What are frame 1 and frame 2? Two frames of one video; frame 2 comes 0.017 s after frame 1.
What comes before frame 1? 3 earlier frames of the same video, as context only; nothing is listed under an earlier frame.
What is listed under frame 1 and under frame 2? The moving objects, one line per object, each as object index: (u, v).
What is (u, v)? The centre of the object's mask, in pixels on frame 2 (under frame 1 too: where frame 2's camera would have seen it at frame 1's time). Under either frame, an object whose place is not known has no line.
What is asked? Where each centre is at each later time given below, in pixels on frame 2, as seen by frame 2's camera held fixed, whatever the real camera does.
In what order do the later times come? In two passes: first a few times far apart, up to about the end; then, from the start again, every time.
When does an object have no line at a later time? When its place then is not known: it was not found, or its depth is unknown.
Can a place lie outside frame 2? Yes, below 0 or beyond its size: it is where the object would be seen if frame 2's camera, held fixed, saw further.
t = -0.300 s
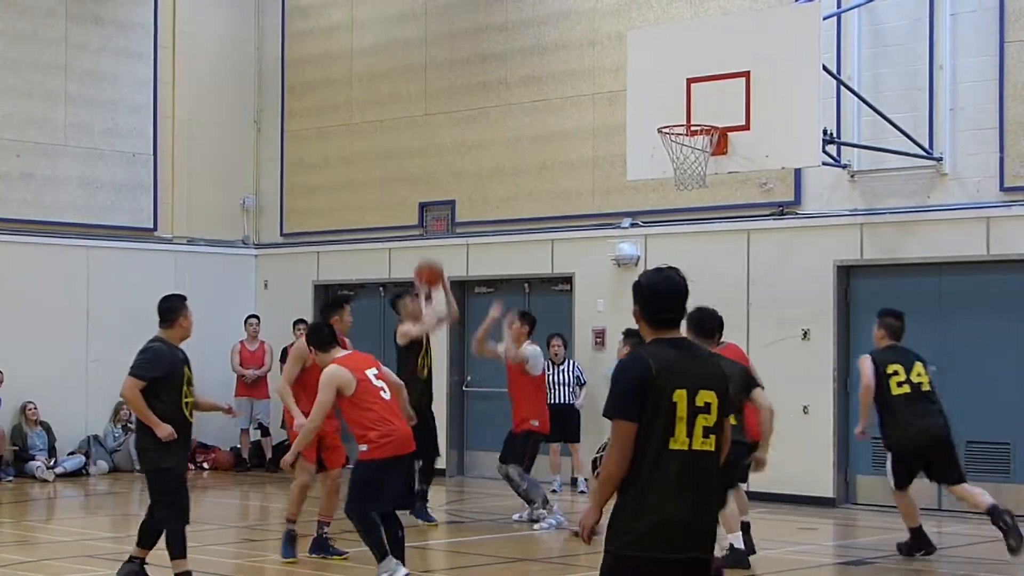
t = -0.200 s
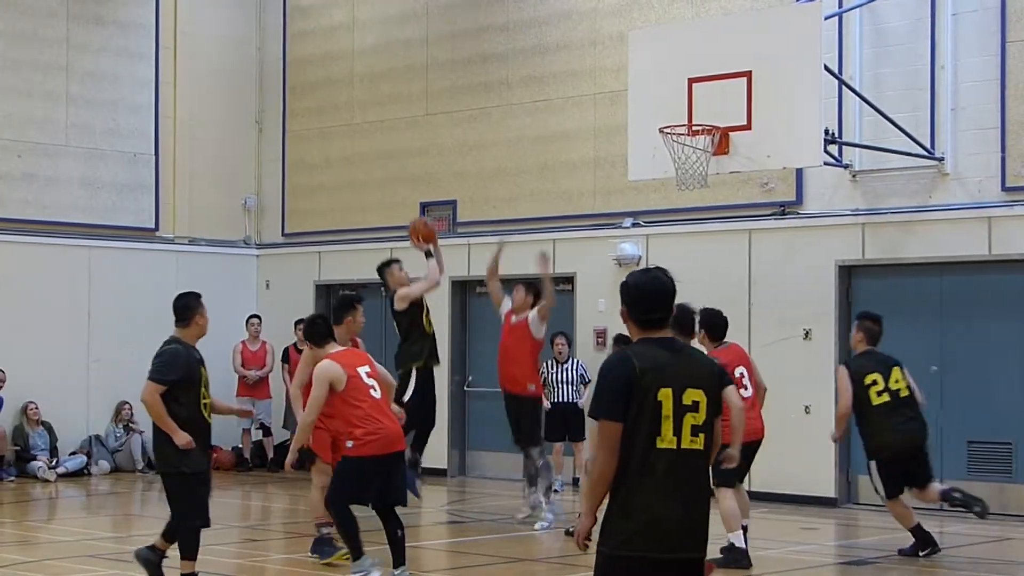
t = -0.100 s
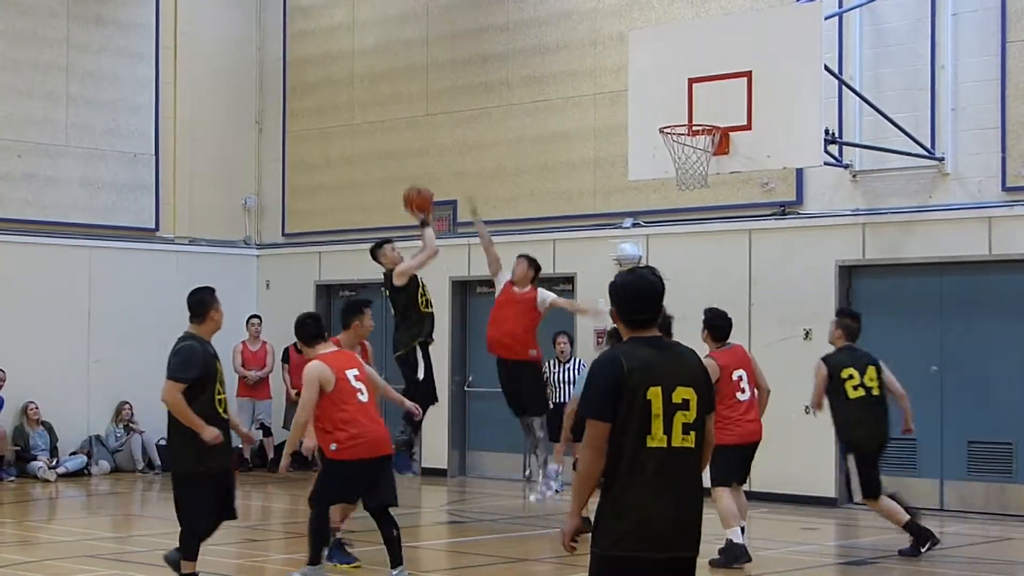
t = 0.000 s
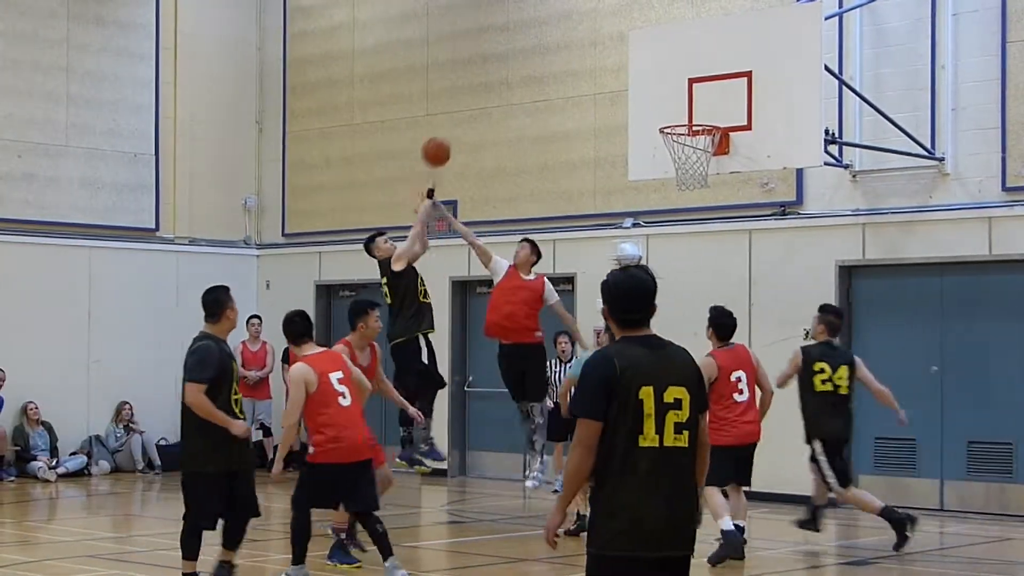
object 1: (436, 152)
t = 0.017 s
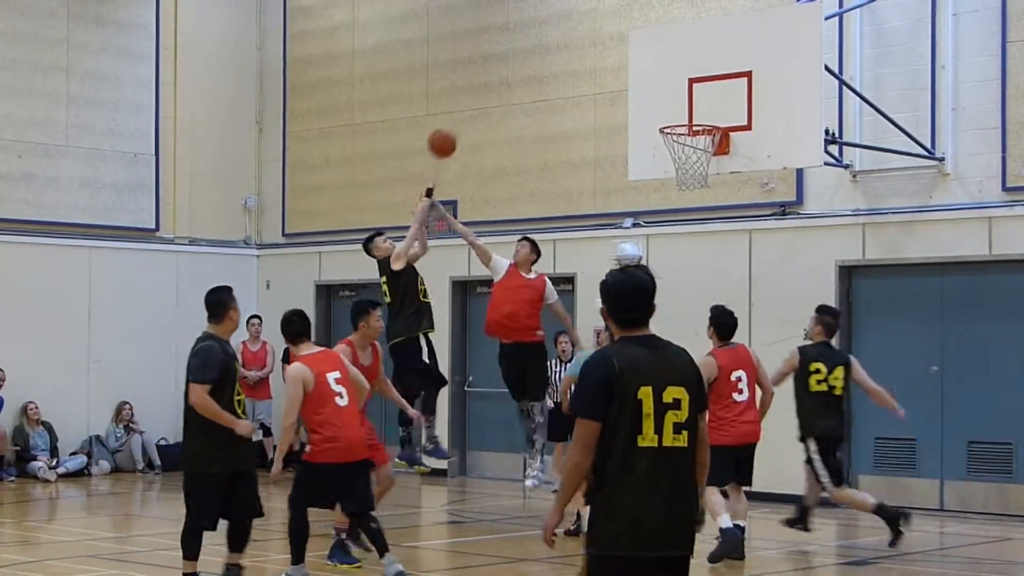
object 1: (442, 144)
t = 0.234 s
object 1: (516, 65)
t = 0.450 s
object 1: (591, 44)
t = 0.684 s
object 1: (672, 88)
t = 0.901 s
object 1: (686, 141)
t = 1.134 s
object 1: (703, 168)
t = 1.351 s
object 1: (696, 209)
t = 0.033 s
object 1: (448, 136)
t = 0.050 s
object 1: (453, 128)
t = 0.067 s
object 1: (459, 120)
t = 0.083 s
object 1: (465, 114)
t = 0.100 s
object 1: (470, 107)
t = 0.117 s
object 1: (476, 101)
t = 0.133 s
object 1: (481, 95)
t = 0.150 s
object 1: (487, 88)
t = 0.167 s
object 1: (493, 83)
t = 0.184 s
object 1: (498, 78)
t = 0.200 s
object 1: (504, 73)
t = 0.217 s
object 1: (510, 69)
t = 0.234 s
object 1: (516, 65)
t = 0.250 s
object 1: (522, 61)
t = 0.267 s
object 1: (528, 58)
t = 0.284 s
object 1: (533, 55)
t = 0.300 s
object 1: (539, 52)
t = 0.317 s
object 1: (545, 50)
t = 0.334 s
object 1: (550, 48)
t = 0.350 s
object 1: (556, 47)
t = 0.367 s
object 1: (562, 45)
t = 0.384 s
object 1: (568, 44)
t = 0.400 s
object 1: (574, 44)
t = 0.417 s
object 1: (579, 44)
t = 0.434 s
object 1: (585, 44)
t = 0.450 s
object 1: (591, 44)
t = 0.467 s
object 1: (597, 45)
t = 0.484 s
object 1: (603, 47)
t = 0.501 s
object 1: (608, 48)
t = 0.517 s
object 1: (614, 50)
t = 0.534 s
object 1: (620, 52)
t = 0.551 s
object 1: (626, 55)
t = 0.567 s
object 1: (631, 58)
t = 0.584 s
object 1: (637, 61)
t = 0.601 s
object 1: (643, 65)
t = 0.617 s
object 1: (649, 69)
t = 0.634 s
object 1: (655, 73)
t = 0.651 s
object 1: (661, 78)
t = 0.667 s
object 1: (666, 83)
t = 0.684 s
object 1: (672, 88)
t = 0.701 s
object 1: (678, 94)
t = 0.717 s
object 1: (684, 101)
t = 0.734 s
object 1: (690, 107)
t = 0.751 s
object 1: (696, 113)
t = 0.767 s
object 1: (703, 116)
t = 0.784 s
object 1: (703, 125)
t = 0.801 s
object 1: (699, 127)
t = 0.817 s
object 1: (694, 129)
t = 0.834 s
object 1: (688, 130)
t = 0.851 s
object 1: (684, 133)
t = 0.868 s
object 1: (684, 135)
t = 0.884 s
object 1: (685, 138)
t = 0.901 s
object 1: (686, 141)
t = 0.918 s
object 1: (688, 144)
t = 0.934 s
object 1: (690, 147)
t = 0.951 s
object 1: (692, 152)
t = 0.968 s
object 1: (693, 156)
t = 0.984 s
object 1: (693, 157)
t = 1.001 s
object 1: (694, 156)
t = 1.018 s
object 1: (698, 159)
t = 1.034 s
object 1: (700, 161)
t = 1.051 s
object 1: (700, 162)
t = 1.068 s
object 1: (701, 164)
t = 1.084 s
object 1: (702, 165)
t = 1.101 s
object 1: (702, 166)
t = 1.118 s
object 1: (703, 167)
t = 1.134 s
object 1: (703, 168)
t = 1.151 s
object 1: (703, 170)
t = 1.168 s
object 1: (704, 172)
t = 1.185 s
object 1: (704, 173)
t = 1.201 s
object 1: (703, 176)
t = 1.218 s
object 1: (702, 178)
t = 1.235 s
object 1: (702, 181)
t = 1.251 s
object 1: (700, 184)
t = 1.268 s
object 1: (700, 187)
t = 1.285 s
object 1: (699, 193)
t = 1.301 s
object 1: (698, 196)
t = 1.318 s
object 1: (697, 199)
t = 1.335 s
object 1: (696, 204)
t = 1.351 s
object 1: (696, 209)
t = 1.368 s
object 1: (695, 214)
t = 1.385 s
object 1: (694, 221)
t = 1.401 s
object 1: (693, 227)
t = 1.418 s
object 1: (692, 233)
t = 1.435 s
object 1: (691, 241)
